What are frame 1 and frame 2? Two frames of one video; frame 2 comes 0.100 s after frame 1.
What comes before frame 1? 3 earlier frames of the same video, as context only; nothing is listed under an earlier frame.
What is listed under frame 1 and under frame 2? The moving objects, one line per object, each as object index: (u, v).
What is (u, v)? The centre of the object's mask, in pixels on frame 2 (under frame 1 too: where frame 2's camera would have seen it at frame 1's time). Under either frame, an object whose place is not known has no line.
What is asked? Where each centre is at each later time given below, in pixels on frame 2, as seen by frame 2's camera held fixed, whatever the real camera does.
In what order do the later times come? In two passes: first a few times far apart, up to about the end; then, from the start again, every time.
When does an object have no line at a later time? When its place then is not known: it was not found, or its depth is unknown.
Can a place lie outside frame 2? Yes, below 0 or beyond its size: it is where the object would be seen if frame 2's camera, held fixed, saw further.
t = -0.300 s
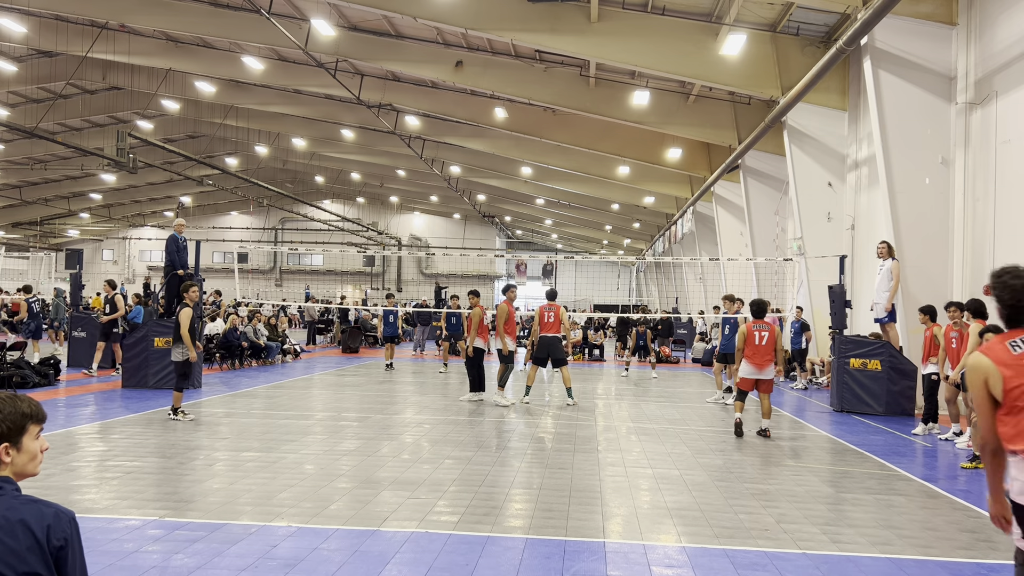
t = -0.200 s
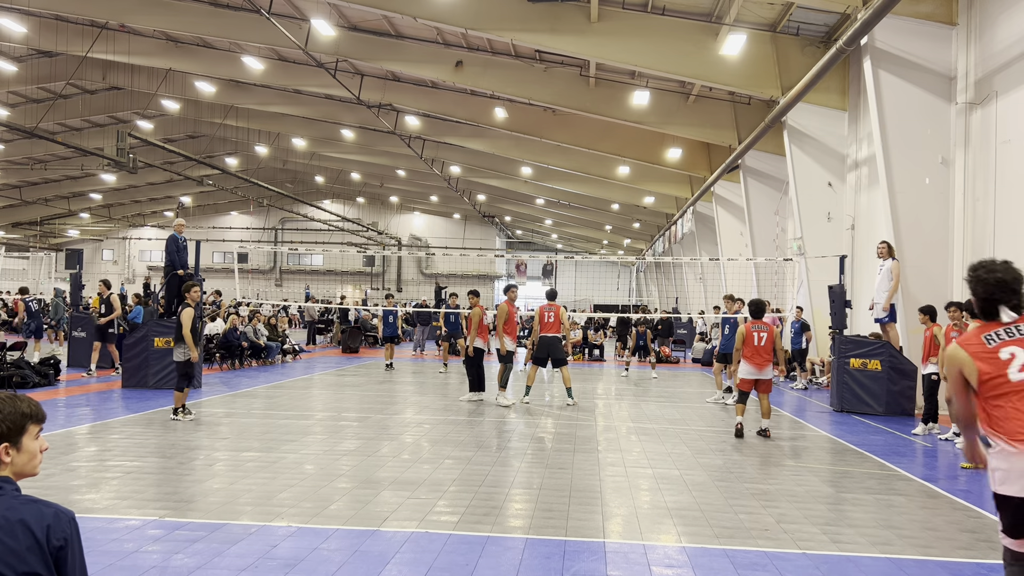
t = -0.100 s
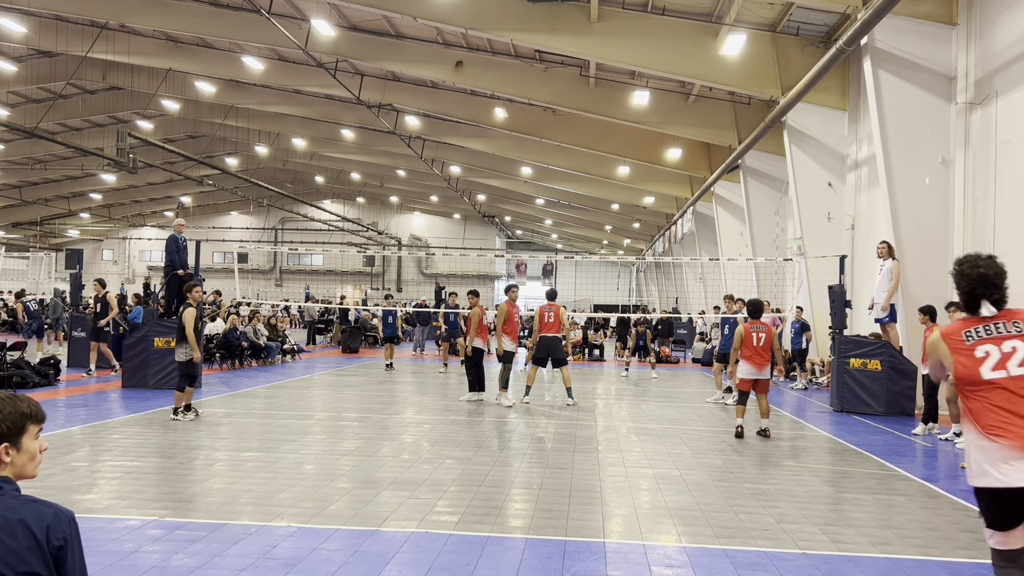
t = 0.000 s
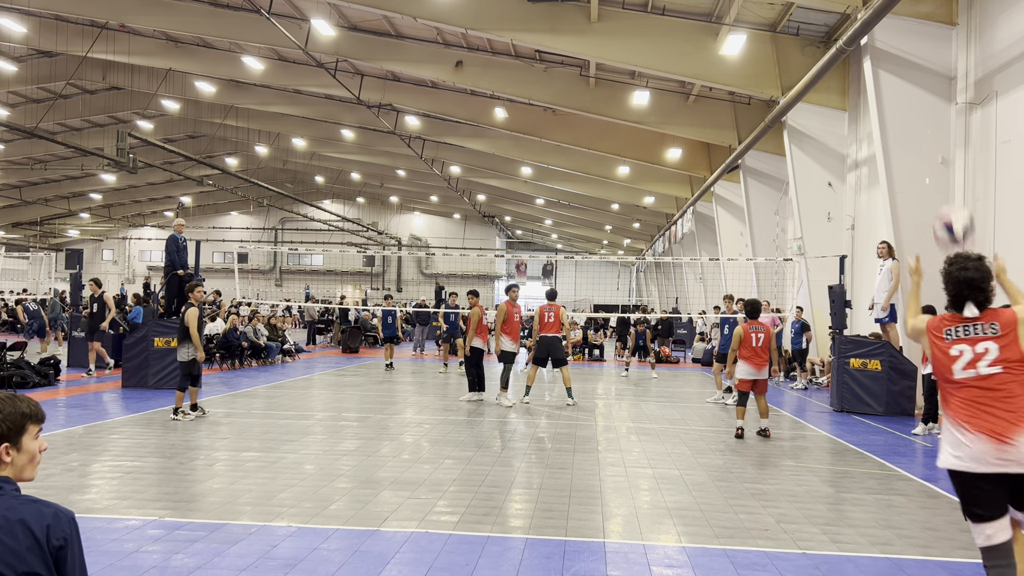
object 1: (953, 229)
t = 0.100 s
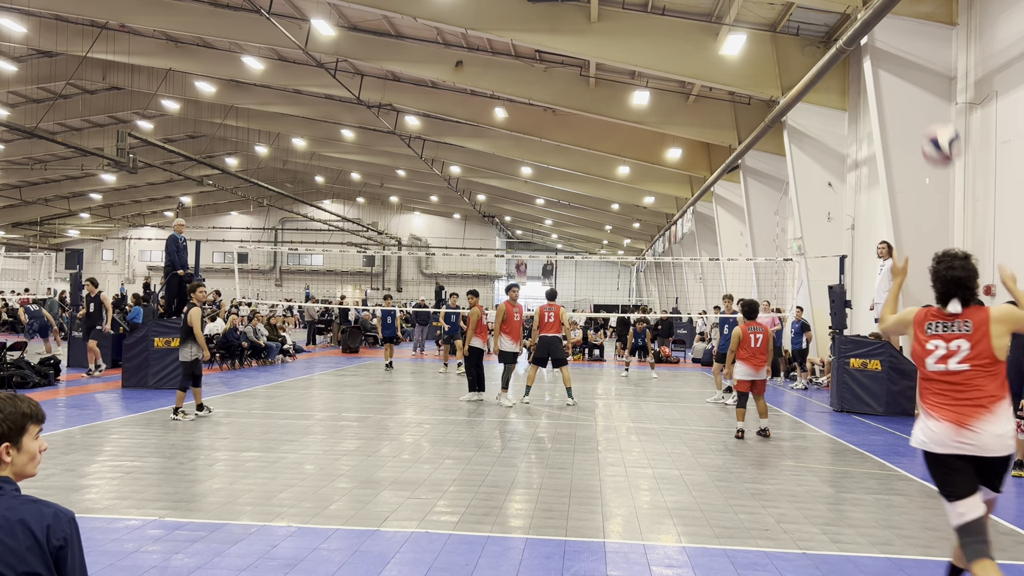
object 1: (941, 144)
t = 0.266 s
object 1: (925, 56)
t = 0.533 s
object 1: (902, 22)
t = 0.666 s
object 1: (890, 45)
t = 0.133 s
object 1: (937, 122)
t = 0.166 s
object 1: (935, 102)
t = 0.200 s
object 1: (932, 84)
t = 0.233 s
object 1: (928, 69)
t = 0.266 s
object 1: (925, 56)
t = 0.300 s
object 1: (922, 45)
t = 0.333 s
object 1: (919, 37)
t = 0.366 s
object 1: (916, 29)
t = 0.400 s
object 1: (913, 24)
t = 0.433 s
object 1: (910, 21)
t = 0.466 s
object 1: (907, 20)
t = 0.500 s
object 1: (904, 20)
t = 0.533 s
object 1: (902, 22)
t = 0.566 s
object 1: (899, 25)
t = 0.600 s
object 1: (896, 31)
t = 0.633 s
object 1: (893, 37)
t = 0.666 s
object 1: (890, 45)
